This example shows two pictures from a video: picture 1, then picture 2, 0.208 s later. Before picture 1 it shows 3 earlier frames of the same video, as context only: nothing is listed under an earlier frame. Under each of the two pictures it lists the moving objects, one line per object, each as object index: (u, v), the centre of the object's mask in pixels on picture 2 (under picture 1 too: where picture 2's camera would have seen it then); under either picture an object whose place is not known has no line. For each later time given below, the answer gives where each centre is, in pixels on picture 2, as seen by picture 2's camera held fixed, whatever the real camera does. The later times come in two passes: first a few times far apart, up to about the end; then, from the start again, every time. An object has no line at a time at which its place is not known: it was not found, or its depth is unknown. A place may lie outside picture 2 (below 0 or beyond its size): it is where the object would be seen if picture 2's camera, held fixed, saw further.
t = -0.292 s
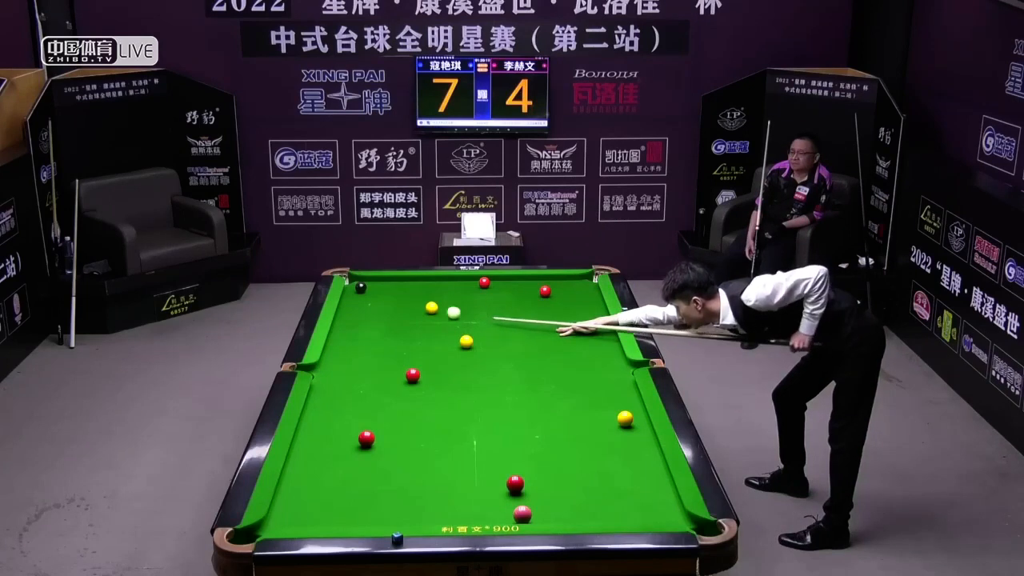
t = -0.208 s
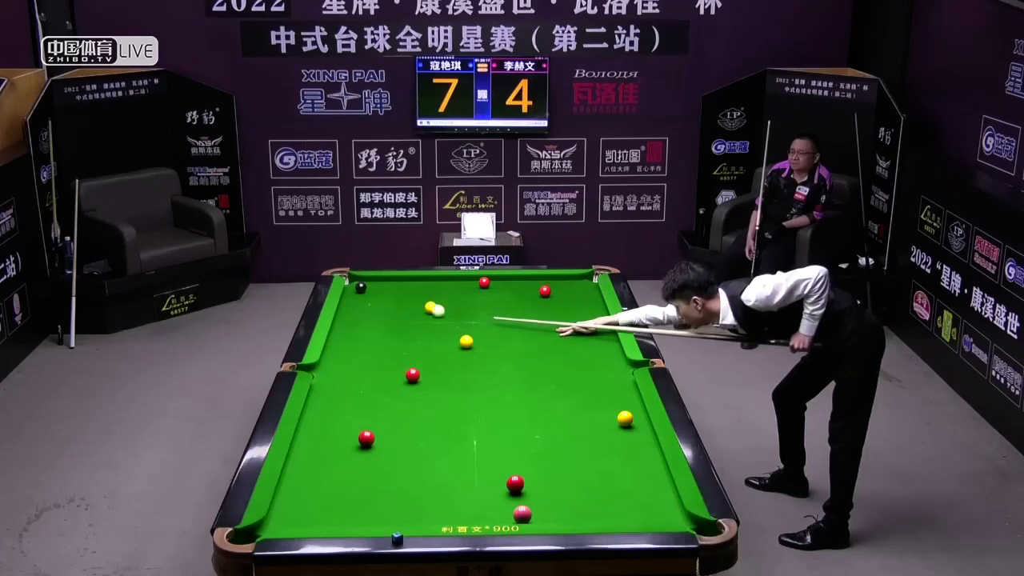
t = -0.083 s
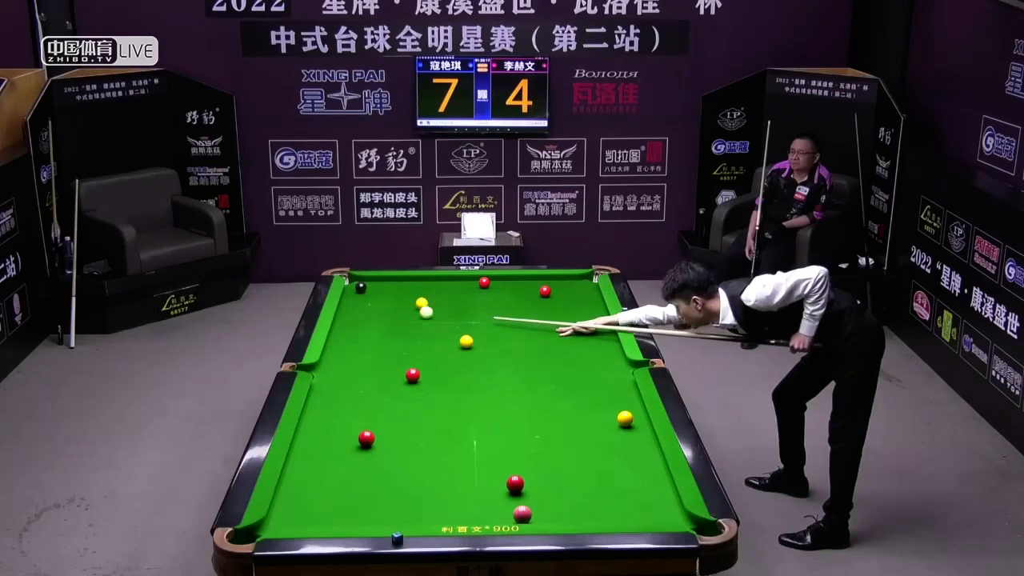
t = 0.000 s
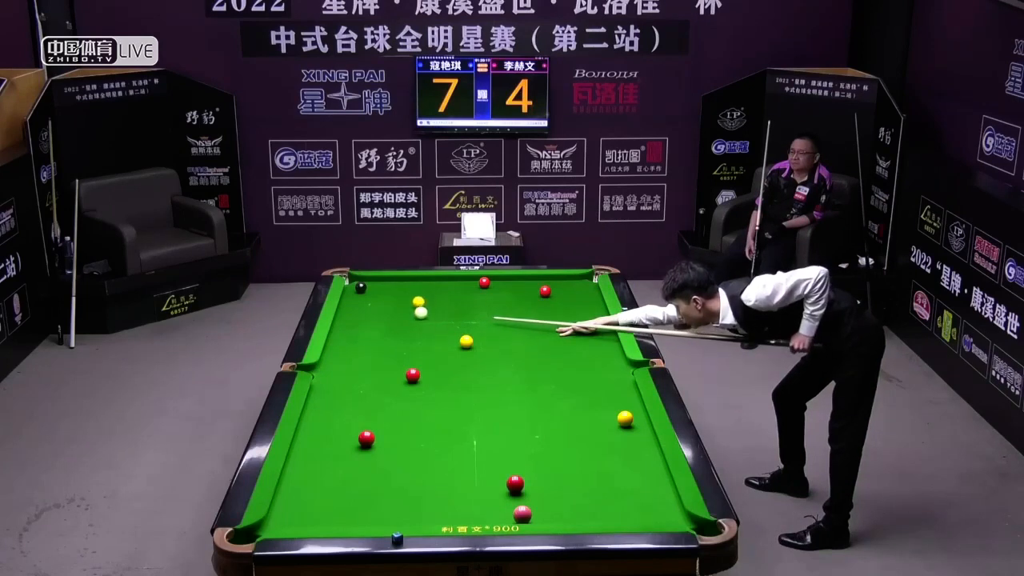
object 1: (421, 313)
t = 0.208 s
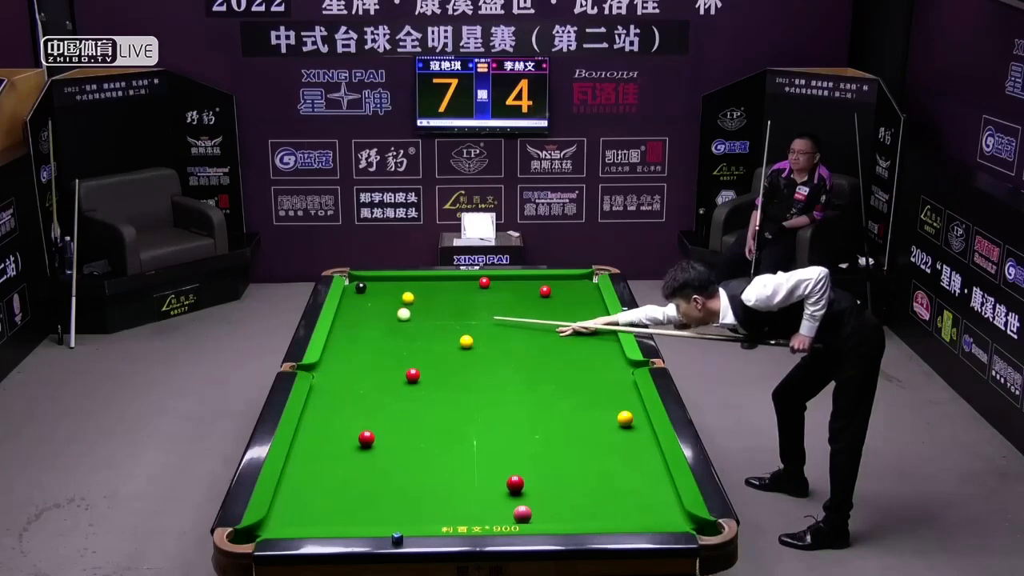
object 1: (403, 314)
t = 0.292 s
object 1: (395, 315)
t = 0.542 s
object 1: (376, 317)
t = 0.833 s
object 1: (352, 319)
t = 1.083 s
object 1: (340, 320)
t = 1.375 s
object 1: (351, 321)
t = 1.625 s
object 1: (359, 322)
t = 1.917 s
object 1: (370, 323)
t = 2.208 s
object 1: (377, 323)
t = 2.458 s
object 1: (382, 324)
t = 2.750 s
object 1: (387, 324)
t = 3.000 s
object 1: (390, 324)
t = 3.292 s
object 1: (391, 324)
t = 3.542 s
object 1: (392, 324)
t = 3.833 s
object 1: (392, 324)
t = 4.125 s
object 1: (392, 324)
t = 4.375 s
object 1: (392, 324)
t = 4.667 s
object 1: (392, 324)
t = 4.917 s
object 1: (392, 324)
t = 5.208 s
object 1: (392, 324)
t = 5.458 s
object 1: (392, 324)
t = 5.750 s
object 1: (392, 324)
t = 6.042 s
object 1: (392, 324)
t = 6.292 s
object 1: (392, 324)
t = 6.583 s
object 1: (392, 324)
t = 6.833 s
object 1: (392, 324)
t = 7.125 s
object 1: (392, 324)
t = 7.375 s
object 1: (392, 324)
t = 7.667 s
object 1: (392, 324)
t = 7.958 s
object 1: (392, 324)
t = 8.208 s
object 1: (392, 324)
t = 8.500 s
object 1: (392, 324)
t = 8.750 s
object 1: (392, 324)
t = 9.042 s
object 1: (392, 324)
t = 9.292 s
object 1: (392, 324)
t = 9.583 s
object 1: (392, 324)
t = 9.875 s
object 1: (392, 324)
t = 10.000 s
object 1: (392, 324)
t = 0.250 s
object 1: (398, 315)
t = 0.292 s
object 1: (395, 315)
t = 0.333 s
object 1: (392, 315)
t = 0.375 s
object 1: (390, 315)
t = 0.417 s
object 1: (387, 316)
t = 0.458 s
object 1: (382, 316)
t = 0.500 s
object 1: (379, 316)
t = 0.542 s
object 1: (376, 317)
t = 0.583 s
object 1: (374, 317)
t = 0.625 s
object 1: (371, 317)
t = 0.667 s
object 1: (367, 318)
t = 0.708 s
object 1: (363, 318)
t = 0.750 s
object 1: (359, 318)
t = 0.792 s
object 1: (356, 318)
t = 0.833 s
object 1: (352, 319)
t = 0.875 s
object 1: (349, 319)
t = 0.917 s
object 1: (346, 319)
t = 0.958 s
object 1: (345, 320)
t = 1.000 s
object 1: (342, 320)
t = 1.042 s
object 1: (339, 320)
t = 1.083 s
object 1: (340, 320)
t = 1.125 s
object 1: (342, 320)
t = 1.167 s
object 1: (343, 321)
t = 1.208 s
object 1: (345, 321)
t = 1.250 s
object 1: (347, 321)
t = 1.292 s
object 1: (349, 321)
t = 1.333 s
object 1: (350, 321)
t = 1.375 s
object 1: (351, 321)
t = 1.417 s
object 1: (352, 321)
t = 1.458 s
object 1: (354, 322)
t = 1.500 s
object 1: (356, 322)
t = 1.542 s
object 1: (357, 322)
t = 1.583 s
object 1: (358, 322)
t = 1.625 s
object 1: (359, 322)
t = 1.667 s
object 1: (361, 322)
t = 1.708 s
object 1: (363, 322)
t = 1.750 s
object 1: (365, 322)
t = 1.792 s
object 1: (366, 322)
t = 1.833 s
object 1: (368, 323)
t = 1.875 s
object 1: (369, 323)
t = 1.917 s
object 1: (370, 323)
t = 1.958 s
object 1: (371, 323)
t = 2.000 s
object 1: (372, 323)
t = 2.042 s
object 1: (373, 323)
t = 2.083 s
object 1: (374, 323)
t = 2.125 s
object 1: (375, 323)
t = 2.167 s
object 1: (376, 323)
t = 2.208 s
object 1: (377, 323)
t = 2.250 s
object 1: (378, 323)
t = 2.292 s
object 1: (379, 324)
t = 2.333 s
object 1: (380, 324)
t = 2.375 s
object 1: (380, 324)
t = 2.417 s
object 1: (381, 324)
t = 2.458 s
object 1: (382, 324)
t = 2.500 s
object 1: (383, 324)
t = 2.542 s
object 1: (384, 324)
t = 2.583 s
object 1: (384, 324)
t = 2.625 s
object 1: (385, 324)
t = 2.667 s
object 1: (386, 324)
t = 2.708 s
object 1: (386, 324)
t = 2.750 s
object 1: (387, 324)
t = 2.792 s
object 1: (388, 324)
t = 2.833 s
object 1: (388, 324)
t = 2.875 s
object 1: (389, 324)
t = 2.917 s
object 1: (389, 324)
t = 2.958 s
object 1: (389, 324)
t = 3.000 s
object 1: (390, 324)
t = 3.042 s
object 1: (390, 324)
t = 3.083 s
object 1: (390, 324)
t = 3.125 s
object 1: (390, 324)
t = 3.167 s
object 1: (391, 324)
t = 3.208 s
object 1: (391, 324)
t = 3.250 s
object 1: (391, 324)
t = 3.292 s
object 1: (391, 324)
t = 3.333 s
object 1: (391, 324)
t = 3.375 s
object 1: (392, 324)
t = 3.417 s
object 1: (392, 324)
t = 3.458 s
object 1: (392, 324)
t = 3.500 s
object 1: (392, 324)
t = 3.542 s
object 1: (392, 324)
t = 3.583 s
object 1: (392, 324)
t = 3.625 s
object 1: (392, 324)
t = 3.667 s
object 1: (392, 324)
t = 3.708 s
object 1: (392, 324)
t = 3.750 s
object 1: (392, 324)
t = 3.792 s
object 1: (392, 324)
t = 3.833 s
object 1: (392, 324)
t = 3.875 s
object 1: (392, 324)
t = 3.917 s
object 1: (392, 324)
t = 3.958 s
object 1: (392, 324)
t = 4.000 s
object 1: (392, 324)
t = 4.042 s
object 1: (392, 324)
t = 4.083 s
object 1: (392, 324)
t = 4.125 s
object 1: (392, 324)
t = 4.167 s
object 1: (392, 324)
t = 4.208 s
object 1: (392, 324)
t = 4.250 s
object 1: (392, 324)
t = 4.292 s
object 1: (392, 324)
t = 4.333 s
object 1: (392, 324)
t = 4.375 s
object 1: (392, 324)
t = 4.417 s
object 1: (392, 324)
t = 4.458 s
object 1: (392, 324)
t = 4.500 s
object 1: (392, 324)
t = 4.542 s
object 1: (392, 324)
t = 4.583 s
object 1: (392, 324)
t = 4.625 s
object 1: (392, 324)
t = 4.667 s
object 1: (392, 324)
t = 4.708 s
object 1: (392, 324)
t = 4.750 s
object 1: (392, 324)
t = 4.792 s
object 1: (392, 324)
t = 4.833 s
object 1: (392, 324)
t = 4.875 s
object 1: (392, 324)
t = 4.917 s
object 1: (392, 324)
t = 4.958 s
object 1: (392, 324)
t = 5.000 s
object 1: (392, 324)
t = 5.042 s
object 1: (392, 324)
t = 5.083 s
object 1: (392, 324)
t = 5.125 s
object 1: (392, 324)
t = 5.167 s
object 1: (392, 324)
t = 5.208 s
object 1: (392, 324)
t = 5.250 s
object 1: (392, 324)
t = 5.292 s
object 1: (392, 324)
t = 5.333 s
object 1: (392, 324)
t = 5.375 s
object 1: (392, 324)
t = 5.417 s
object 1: (392, 324)
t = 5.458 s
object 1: (392, 324)
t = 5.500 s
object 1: (392, 324)
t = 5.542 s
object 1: (392, 324)
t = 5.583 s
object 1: (392, 324)
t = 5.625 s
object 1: (392, 324)
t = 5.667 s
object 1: (392, 324)
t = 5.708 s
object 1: (392, 324)
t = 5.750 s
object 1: (392, 324)
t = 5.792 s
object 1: (392, 324)
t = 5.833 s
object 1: (392, 324)
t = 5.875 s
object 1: (392, 324)
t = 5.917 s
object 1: (392, 324)
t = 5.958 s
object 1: (392, 324)
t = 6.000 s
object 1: (392, 324)
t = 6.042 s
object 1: (392, 324)
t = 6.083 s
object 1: (392, 324)
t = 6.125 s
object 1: (392, 324)
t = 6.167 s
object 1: (392, 324)
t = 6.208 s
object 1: (392, 324)
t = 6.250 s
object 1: (392, 324)
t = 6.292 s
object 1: (392, 324)
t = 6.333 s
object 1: (392, 324)
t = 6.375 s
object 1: (392, 324)
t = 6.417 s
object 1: (392, 324)
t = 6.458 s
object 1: (392, 324)
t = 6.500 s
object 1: (392, 324)
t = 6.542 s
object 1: (392, 324)
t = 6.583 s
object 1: (392, 324)
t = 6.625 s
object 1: (392, 324)
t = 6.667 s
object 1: (392, 324)
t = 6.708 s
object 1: (392, 324)
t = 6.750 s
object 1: (392, 324)
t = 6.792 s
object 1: (392, 324)
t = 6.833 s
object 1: (392, 324)
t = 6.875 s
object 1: (392, 324)
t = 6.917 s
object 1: (392, 324)
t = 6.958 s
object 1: (392, 324)
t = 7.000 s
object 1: (392, 324)
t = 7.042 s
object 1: (392, 324)
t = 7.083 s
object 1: (392, 324)
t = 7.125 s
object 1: (392, 324)
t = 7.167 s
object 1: (392, 324)
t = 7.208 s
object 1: (392, 324)
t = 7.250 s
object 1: (392, 324)
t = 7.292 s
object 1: (392, 324)
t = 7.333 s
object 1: (392, 324)
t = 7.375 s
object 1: (392, 324)
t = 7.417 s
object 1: (392, 324)
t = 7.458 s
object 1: (392, 324)
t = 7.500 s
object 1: (392, 324)
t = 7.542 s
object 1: (392, 324)
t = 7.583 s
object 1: (392, 324)
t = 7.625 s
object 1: (392, 324)
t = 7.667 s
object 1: (392, 324)
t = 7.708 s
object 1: (392, 324)
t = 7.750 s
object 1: (392, 324)
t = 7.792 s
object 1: (392, 324)
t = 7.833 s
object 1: (392, 324)
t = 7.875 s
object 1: (392, 324)
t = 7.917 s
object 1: (392, 324)
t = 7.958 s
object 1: (392, 324)
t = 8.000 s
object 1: (392, 324)
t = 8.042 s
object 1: (392, 324)
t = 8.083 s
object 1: (392, 324)
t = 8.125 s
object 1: (392, 324)
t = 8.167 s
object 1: (392, 324)
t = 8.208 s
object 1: (392, 324)
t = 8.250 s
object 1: (392, 324)
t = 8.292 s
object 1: (392, 324)
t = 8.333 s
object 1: (392, 324)
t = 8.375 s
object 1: (392, 324)
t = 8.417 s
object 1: (392, 324)
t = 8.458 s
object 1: (392, 324)
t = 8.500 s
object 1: (392, 324)
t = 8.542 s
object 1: (392, 324)
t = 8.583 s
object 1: (392, 324)
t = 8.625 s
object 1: (392, 324)
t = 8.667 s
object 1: (392, 324)
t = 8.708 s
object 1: (392, 324)
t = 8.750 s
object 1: (392, 324)
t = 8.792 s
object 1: (392, 324)
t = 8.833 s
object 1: (392, 324)
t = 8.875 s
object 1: (392, 324)
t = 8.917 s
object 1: (392, 324)
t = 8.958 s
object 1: (392, 324)
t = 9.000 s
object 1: (392, 324)
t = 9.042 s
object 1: (392, 324)
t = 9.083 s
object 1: (392, 324)
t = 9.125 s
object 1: (392, 324)
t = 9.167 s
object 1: (392, 324)
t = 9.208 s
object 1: (392, 324)
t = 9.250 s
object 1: (392, 324)
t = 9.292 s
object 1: (392, 324)
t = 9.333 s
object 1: (392, 324)
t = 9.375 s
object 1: (392, 324)
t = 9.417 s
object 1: (392, 324)
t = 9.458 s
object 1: (392, 324)
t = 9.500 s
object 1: (392, 324)
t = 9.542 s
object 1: (392, 324)
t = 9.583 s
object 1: (392, 324)
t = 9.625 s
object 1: (392, 324)
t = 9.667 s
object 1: (392, 324)
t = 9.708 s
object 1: (392, 324)
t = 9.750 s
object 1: (392, 324)
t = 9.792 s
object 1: (392, 324)
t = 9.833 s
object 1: (392, 324)
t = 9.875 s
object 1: (392, 324)
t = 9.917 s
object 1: (392, 324)
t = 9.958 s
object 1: (392, 324)
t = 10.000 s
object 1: (392, 324)
